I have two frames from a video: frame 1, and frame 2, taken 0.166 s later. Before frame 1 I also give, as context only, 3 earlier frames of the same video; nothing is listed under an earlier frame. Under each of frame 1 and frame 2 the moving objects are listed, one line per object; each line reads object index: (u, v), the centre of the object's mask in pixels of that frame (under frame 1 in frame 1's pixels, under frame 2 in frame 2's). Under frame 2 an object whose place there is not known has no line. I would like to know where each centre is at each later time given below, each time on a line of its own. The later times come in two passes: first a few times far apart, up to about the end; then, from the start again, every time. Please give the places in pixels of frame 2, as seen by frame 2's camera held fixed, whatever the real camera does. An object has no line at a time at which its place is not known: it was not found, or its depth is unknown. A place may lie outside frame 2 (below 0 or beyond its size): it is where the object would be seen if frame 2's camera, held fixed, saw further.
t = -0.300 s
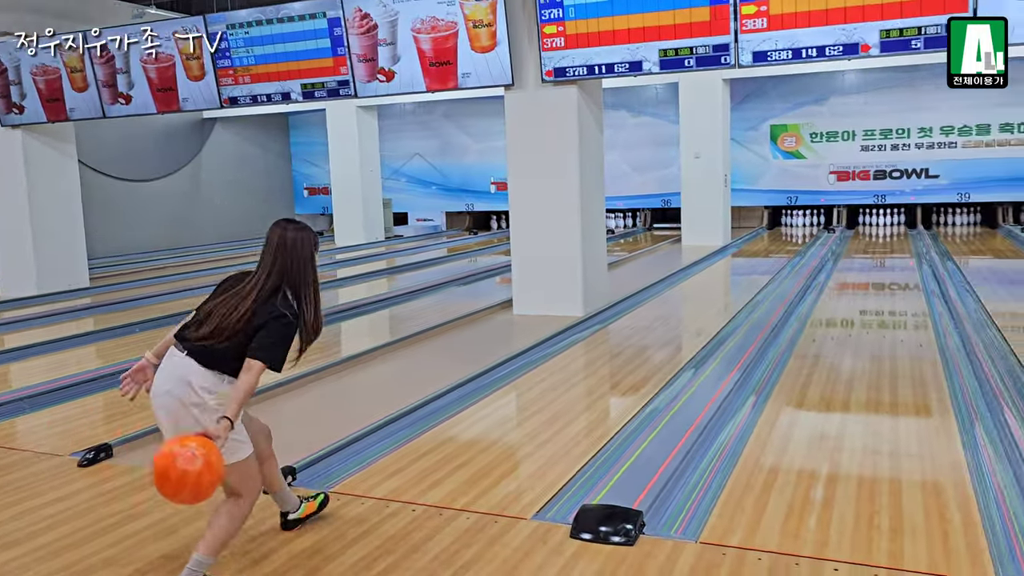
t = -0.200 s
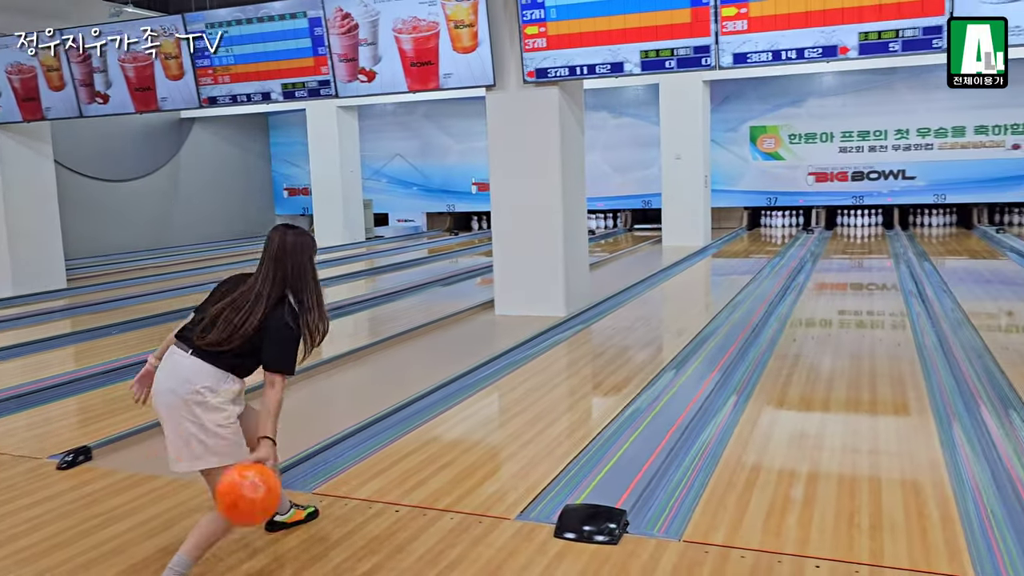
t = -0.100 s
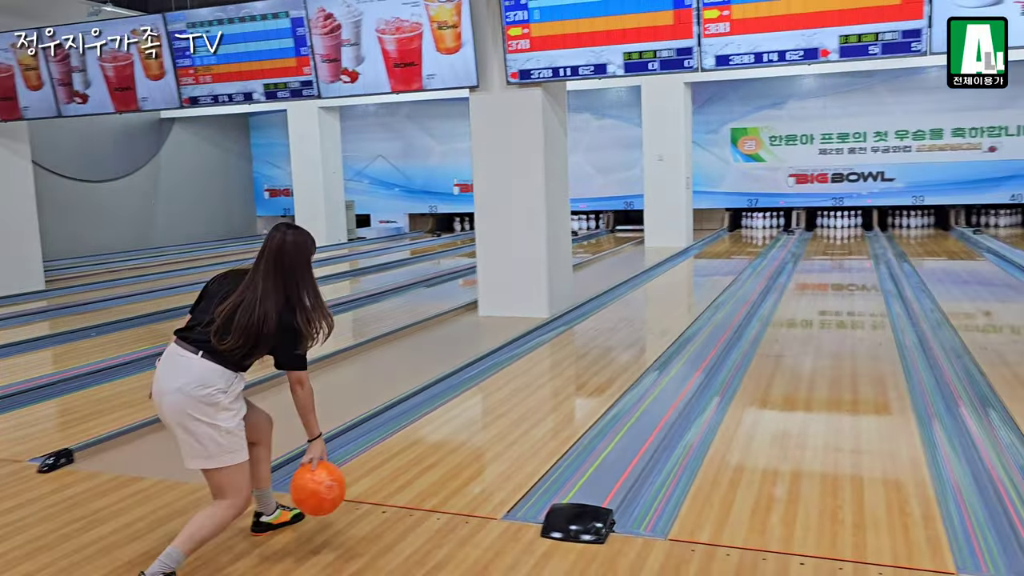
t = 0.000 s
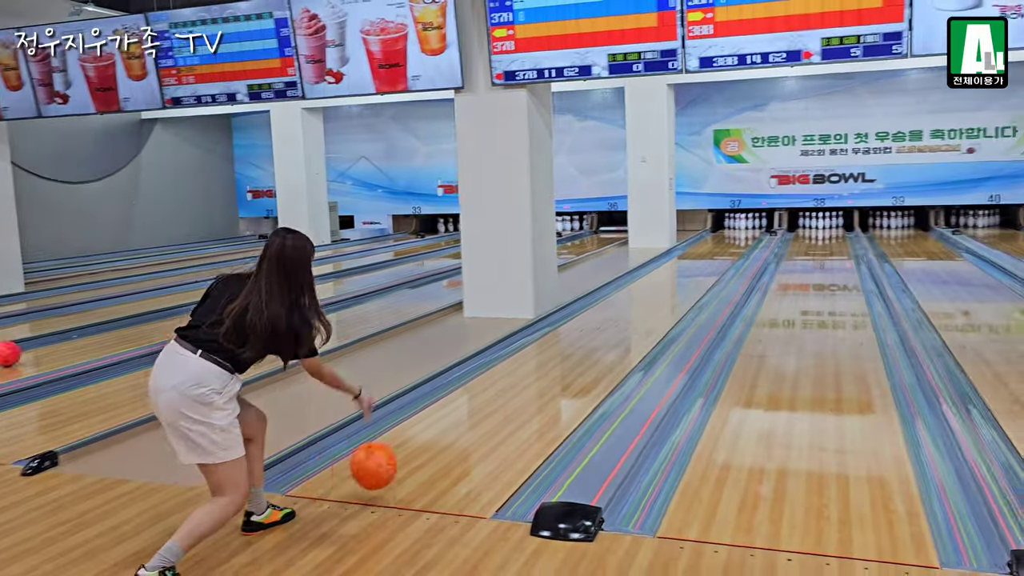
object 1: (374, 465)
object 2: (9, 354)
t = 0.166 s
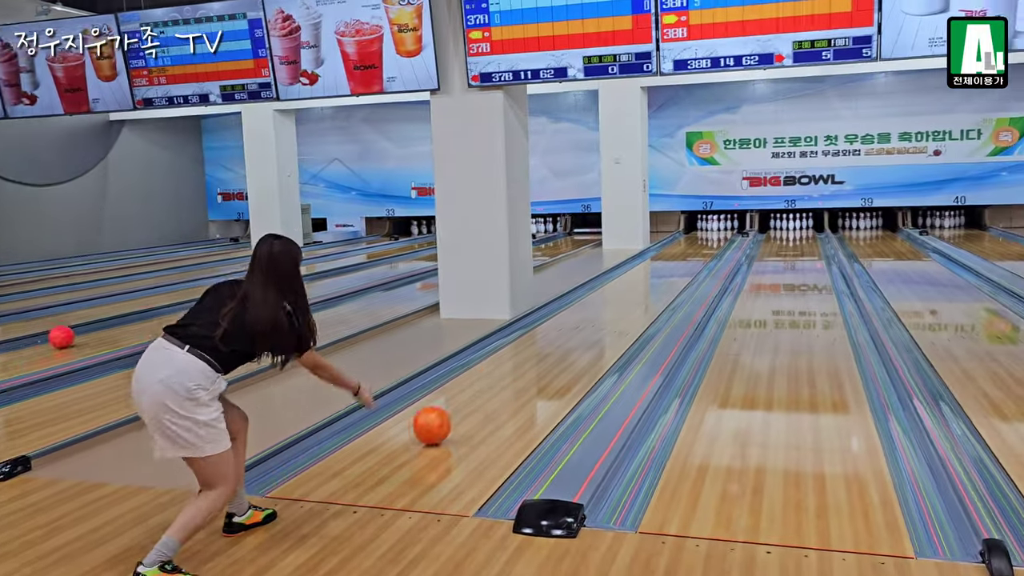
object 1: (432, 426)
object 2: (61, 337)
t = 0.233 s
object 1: (455, 408)
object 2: (91, 329)
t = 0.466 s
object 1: (516, 360)
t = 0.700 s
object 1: (557, 330)
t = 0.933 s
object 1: (587, 308)
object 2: (293, 279)
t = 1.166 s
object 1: (608, 292)
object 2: (332, 270)
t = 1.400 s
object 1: (623, 280)
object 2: (359, 264)
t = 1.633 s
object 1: (636, 270)
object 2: (390, 257)
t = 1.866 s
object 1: (648, 261)
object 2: (415, 252)
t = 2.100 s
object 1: (654, 256)
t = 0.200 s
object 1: (444, 416)
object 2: (77, 333)
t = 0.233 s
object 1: (455, 408)
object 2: (91, 329)
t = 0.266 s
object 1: (465, 400)
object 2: (105, 325)
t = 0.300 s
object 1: (475, 392)
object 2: (118, 322)
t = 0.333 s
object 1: (484, 385)
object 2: (131, 319)
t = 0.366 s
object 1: (493, 378)
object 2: (144, 316)
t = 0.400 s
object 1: (501, 372)
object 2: (156, 313)
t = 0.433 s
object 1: (509, 366)
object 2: (166, 309)
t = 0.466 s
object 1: (516, 360)
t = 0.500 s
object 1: (523, 355)
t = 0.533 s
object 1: (530, 350)
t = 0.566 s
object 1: (536, 346)
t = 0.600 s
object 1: (541, 341)
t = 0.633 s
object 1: (547, 337)
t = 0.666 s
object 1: (553, 333)
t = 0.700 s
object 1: (557, 330)
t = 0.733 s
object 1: (562, 326)
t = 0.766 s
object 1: (567, 323)
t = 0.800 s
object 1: (571, 320)
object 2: (269, 285)
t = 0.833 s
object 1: (575, 316)
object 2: (273, 284)
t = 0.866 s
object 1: (579, 314)
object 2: (280, 282)
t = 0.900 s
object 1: (583, 311)
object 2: (287, 281)
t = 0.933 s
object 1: (587, 308)
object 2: (293, 279)
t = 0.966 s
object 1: (590, 305)
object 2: (300, 278)
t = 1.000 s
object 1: (593, 303)
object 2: (305, 276)
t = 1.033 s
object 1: (596, 301)
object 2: (311, 275)
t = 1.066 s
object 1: (599, 298)
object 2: (316, 274)
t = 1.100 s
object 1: (602, 296)
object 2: (322, 272)
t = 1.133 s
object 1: (605, 294)
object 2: (327, 271)
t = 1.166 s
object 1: (608, 292)
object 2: (332, 270)
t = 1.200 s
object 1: (610, 290)
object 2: (336, 269)
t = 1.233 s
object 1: (612, 288)
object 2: (341, 268)
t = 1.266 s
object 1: (615, 287)
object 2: (345, 267)
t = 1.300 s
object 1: (617, 285)
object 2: (349, 265)
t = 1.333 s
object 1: (619, 283)
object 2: (353, 265)
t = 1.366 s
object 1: (621, 281)
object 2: (356, 265)
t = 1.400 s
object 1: (623, 280)
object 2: (359, 264)
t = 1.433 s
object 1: (625, 278)
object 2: (363, 263)
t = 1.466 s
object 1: (627, 277)
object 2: (368, 261)
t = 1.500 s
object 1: (629, 275)
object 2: (372, 260)
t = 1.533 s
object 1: (631, 274)
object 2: (377, 260)
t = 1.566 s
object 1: (633, 272)
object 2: (381, 259)
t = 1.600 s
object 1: (634, 271)
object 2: (386, 258)
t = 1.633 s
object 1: (636, 270)
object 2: (390, 257)
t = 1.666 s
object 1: (638, 268)
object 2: (394, 256)
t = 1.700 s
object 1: (640, 267)
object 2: (398, 256)
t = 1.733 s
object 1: (641, 266)
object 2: (402, 255)
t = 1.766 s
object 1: (643, 264)
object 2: (405, 255)
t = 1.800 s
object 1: (644, 263)
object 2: (408, 254)
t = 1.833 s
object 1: (646, 262)
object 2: (411, 253)
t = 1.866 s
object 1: (648, 261)
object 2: (415, 252)
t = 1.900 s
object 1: (649, 260)
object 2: (418, 251)
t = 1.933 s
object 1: (650, 259)
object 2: (421, 251)
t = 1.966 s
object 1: (652, 258)
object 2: (425, 250)
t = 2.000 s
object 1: (653, 257)
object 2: (427, 250)
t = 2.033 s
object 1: (654, 257)
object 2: (429, 249)
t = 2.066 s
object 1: (654, 256)
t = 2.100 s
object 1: (654, 256)
